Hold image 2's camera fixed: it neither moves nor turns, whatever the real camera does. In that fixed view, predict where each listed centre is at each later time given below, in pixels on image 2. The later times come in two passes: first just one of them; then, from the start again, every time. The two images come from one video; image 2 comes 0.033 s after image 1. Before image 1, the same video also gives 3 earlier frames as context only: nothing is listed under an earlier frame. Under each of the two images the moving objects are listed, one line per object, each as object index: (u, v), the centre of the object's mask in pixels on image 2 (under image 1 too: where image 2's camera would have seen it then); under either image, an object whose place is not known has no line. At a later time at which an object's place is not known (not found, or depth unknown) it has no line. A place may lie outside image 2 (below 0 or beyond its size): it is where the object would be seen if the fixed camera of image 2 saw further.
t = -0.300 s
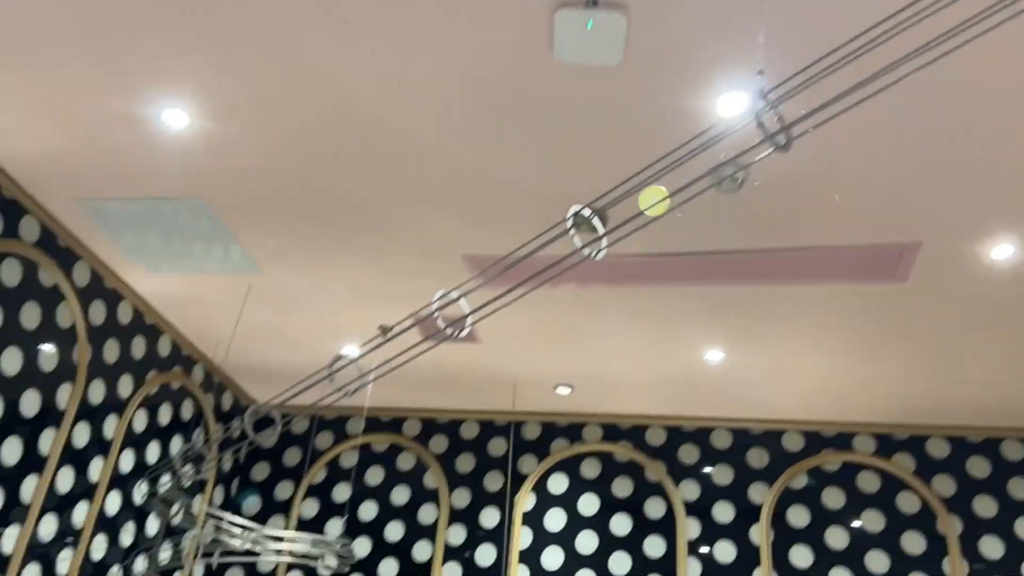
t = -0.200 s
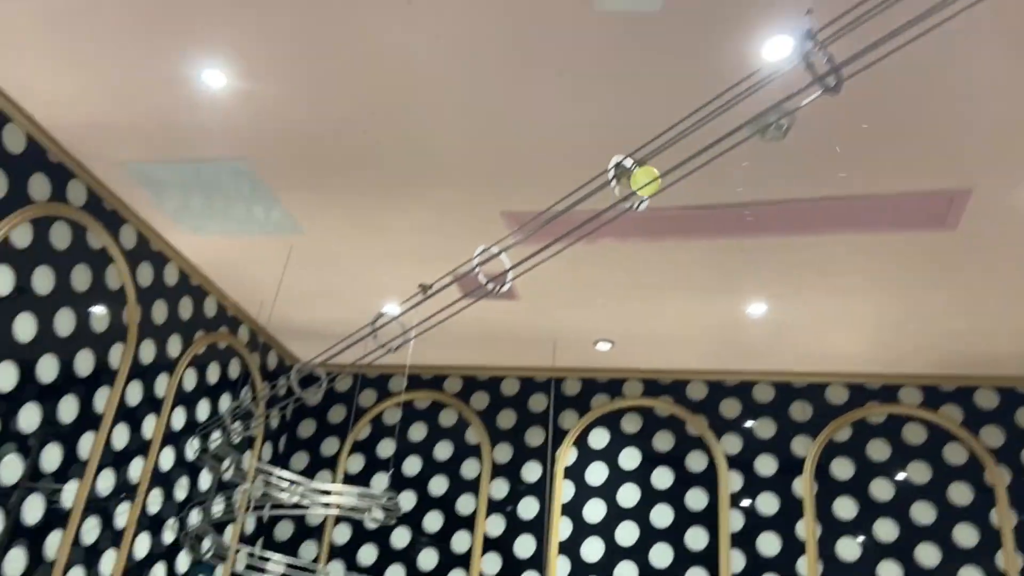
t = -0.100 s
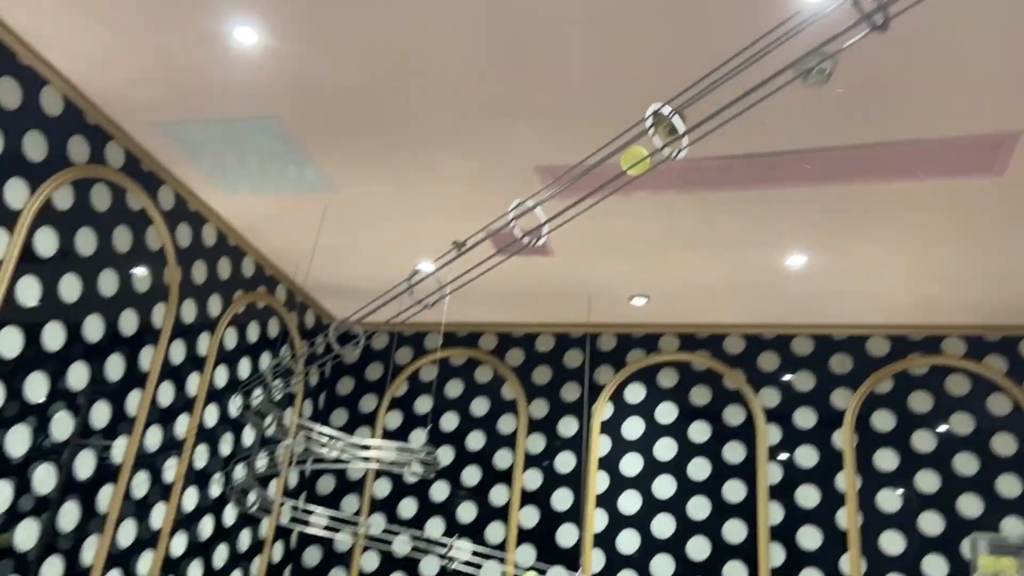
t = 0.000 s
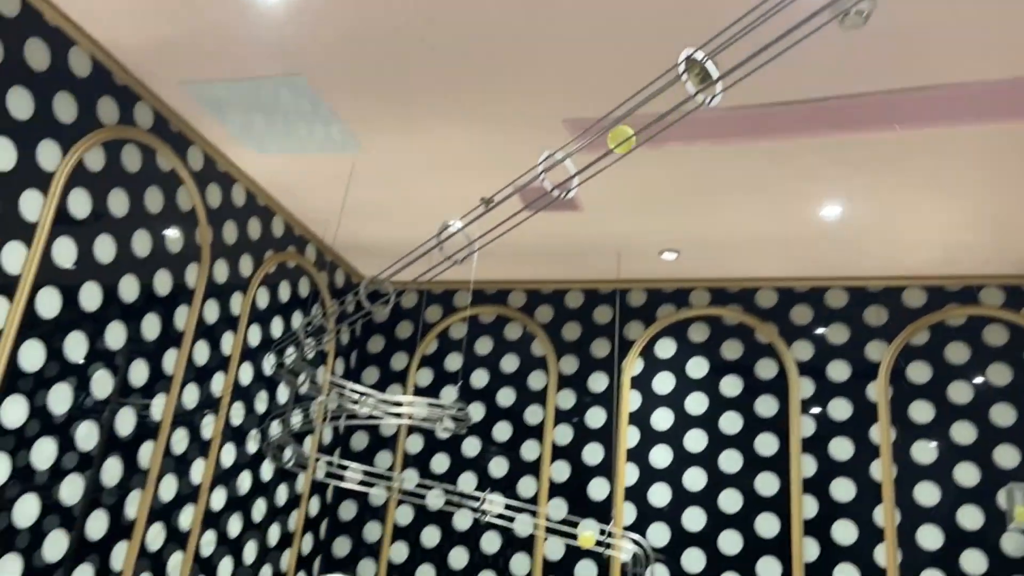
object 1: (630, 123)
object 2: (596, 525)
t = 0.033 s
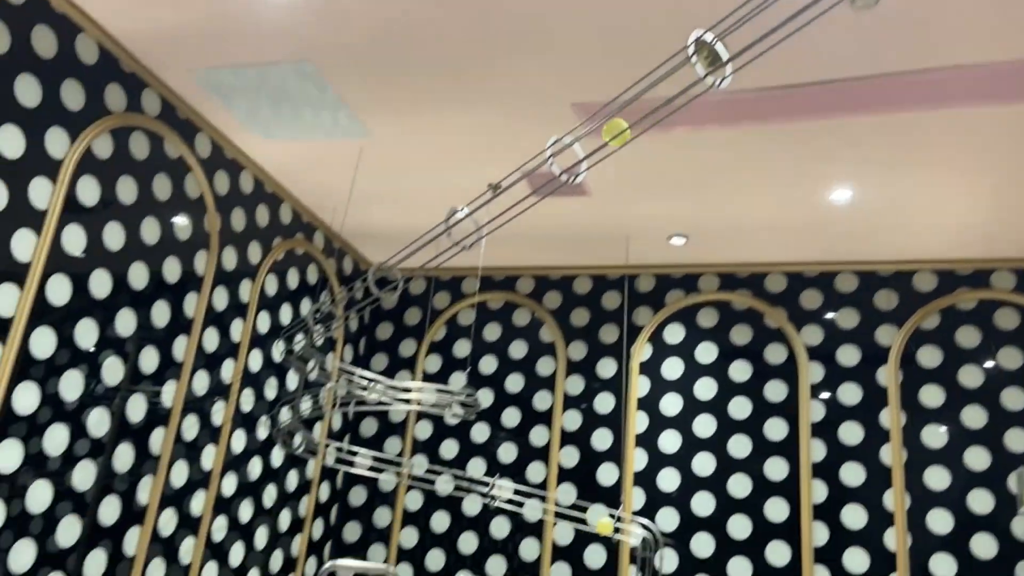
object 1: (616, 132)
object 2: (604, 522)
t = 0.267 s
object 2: (646, 556)
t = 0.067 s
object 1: (603, 141)
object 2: (614, 528)
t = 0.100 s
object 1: (590, 150)
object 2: (624, 529)
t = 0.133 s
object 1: (576, 158)
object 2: (634, 530)
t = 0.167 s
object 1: (567, 164)
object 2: (644, 535)
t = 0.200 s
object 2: (653, 542)
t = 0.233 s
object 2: (651, 548)
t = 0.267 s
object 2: (646, 556)
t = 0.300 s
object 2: (647, 567)
